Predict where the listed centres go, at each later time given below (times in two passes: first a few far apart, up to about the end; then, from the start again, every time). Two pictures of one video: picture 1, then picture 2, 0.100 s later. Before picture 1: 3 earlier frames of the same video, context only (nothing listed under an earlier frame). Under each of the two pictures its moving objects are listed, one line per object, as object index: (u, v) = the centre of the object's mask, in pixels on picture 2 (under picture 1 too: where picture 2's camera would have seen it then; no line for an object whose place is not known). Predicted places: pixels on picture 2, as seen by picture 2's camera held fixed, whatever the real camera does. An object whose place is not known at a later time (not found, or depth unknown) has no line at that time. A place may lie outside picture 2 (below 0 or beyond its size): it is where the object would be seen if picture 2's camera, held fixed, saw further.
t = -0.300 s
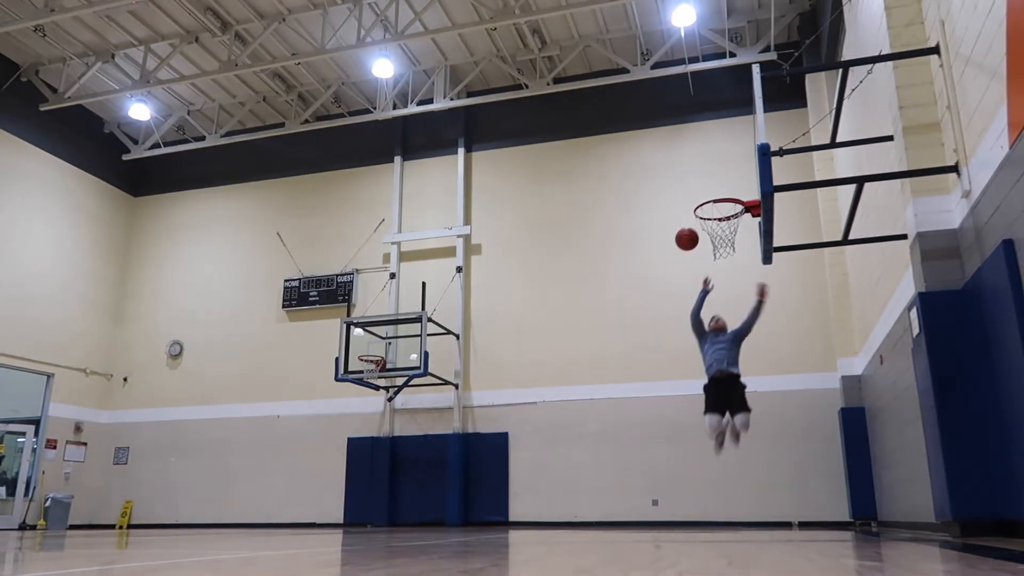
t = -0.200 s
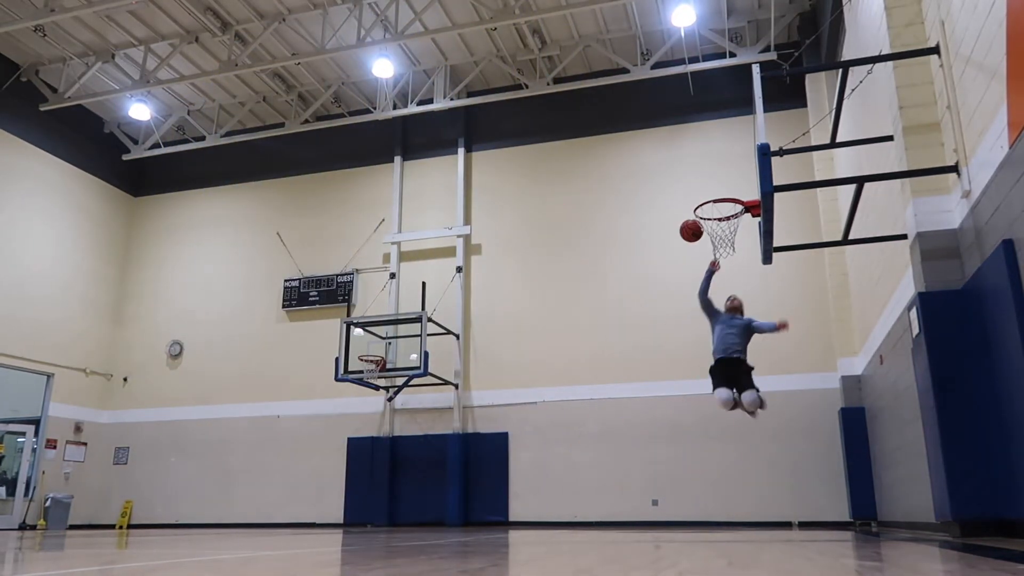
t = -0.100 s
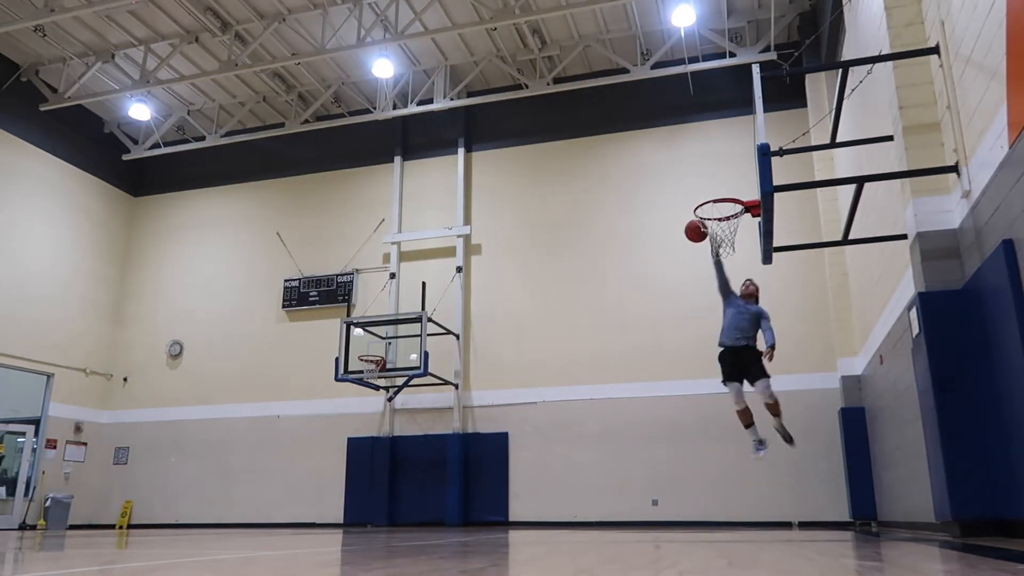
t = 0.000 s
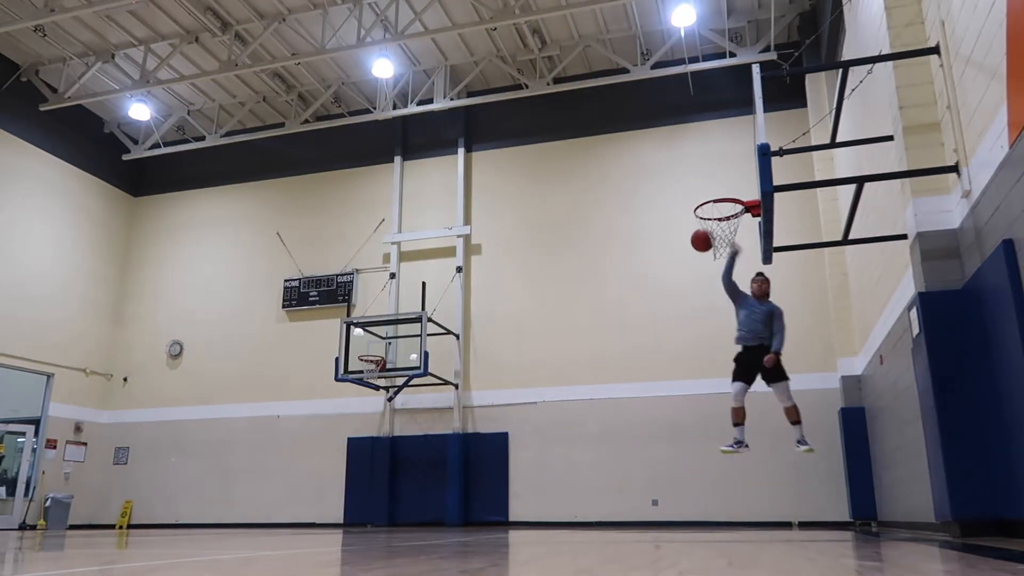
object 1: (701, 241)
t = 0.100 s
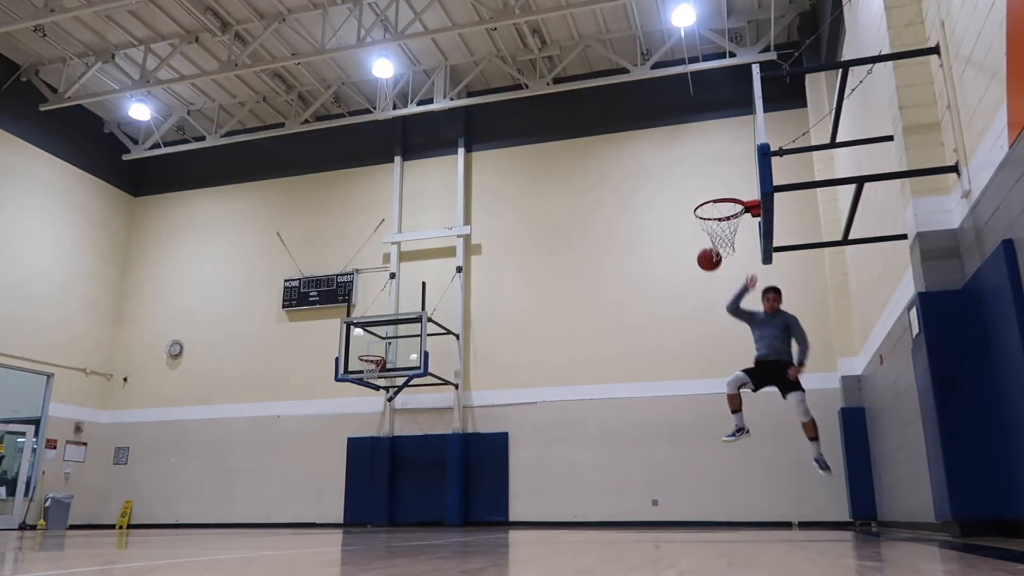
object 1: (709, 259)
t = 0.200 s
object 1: (717, 289)
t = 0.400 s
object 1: (735, 383)
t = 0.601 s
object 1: (758, 517)
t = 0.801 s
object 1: (770, 406)
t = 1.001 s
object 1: (786, 337)
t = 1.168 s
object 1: (802, 311)
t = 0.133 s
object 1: (711, 268)
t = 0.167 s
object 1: (714, 278)
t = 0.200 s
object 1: (717, 289)
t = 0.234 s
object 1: (720, 301)
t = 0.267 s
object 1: (722, 314)
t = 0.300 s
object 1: (725, 329)
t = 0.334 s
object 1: (729, 346)
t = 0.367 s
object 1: (732, 363)
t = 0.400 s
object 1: (735, 383)
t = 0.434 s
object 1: (739, 404)
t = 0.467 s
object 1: (743, 426)
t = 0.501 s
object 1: (746, 451)
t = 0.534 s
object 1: (750, 477)
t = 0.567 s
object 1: (754, 503)
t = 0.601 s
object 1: (758, 517)
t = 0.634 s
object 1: (760, 495)
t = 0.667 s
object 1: (762, 475)
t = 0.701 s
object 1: (763, 455)
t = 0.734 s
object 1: (766, 438)
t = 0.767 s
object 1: (768, 421)
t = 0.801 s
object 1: (770, 406)
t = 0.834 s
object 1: (772, 391)
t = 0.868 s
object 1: (775, 377)
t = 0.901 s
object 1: (778, 366)
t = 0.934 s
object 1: (780, 355)
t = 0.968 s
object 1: (783, 345)
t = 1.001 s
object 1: (786, 337)
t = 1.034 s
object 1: (789, 329)
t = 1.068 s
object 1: (792, 323)
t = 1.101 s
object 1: (795, 318)
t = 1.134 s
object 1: (799, 314)
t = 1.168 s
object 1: (802, 311)
